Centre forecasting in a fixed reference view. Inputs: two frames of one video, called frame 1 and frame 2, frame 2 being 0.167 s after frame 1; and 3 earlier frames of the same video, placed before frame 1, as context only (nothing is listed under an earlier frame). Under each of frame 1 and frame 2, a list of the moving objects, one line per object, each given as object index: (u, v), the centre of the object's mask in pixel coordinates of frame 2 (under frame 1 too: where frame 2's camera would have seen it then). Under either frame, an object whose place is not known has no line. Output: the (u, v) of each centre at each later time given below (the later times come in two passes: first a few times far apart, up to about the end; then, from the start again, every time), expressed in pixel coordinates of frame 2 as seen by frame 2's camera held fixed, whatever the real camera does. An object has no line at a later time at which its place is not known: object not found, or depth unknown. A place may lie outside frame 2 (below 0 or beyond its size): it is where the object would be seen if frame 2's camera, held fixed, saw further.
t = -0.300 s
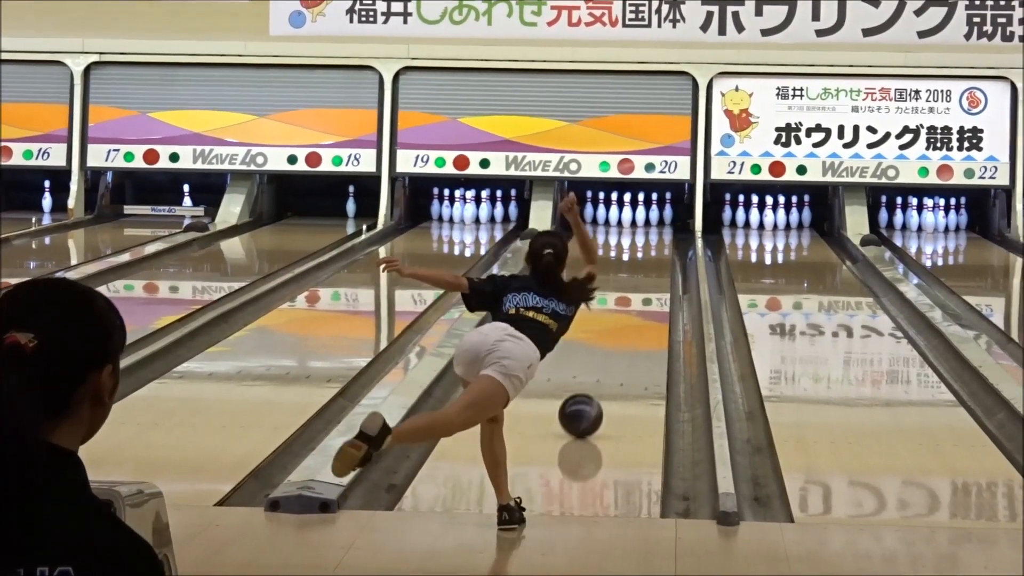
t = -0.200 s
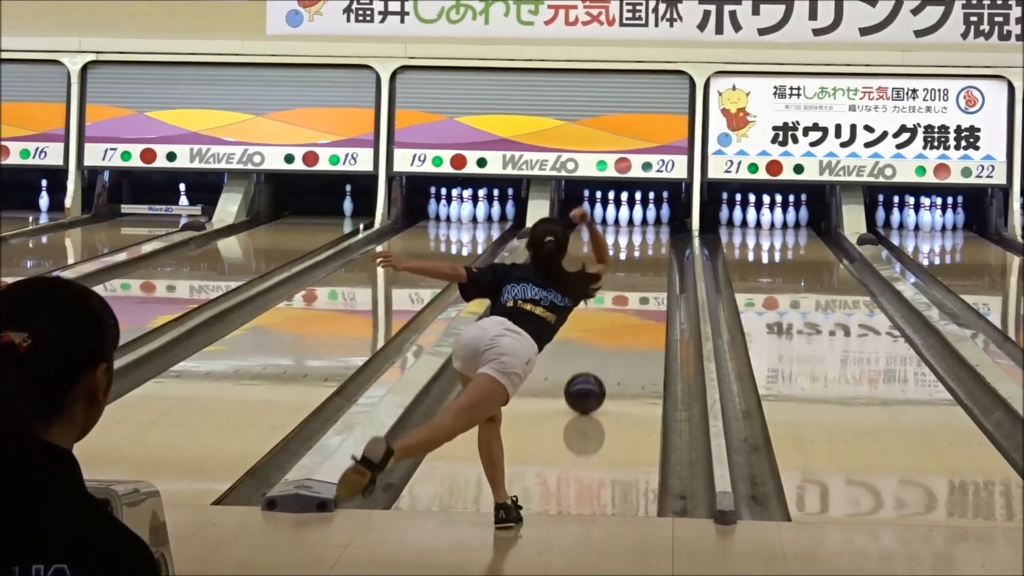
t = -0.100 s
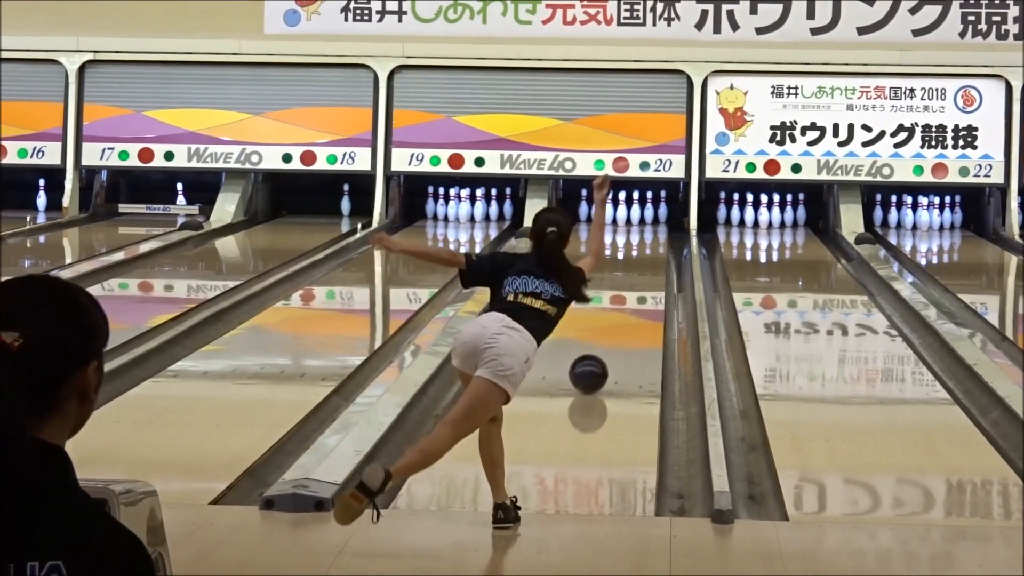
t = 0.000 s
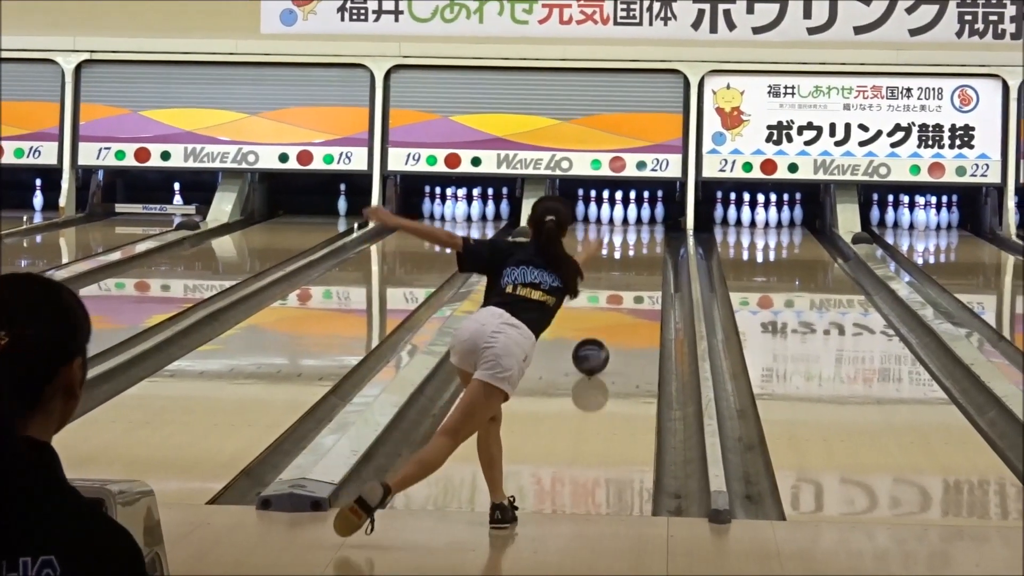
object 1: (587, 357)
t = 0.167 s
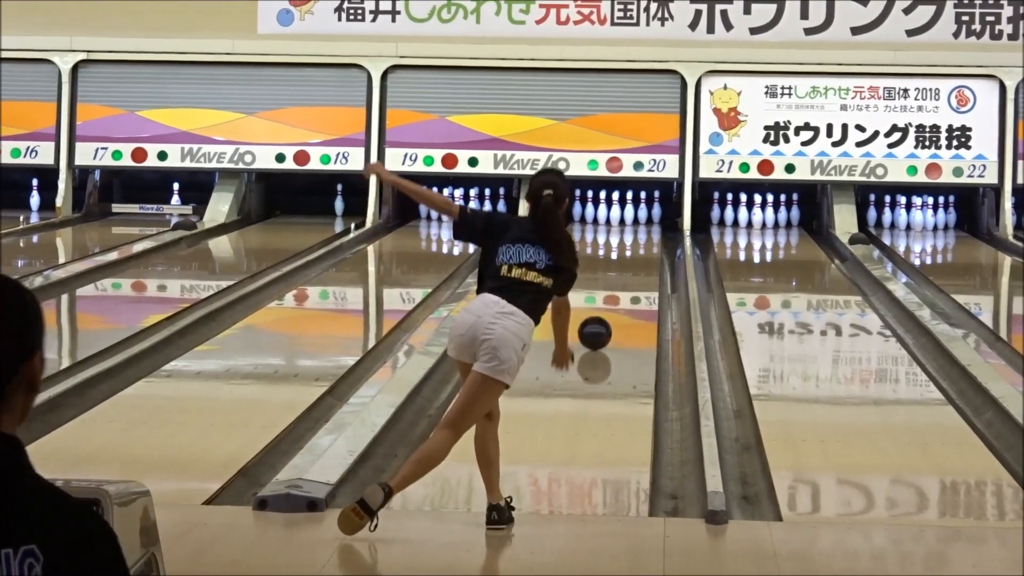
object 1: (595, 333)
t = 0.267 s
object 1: (598, 320)
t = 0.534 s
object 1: (605, 292)
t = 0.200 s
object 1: (596, 329)
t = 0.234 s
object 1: (597, 324)
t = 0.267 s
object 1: (598, 320)
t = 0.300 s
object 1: (599, 316)
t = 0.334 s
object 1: (600, 312)
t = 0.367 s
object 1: (601, 309)
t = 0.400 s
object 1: (602, 305)
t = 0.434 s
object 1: (603, 301)
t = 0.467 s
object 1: (604, 298)
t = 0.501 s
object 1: (604, 295)
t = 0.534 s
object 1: (605, 292)
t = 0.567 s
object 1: (606, 289)
